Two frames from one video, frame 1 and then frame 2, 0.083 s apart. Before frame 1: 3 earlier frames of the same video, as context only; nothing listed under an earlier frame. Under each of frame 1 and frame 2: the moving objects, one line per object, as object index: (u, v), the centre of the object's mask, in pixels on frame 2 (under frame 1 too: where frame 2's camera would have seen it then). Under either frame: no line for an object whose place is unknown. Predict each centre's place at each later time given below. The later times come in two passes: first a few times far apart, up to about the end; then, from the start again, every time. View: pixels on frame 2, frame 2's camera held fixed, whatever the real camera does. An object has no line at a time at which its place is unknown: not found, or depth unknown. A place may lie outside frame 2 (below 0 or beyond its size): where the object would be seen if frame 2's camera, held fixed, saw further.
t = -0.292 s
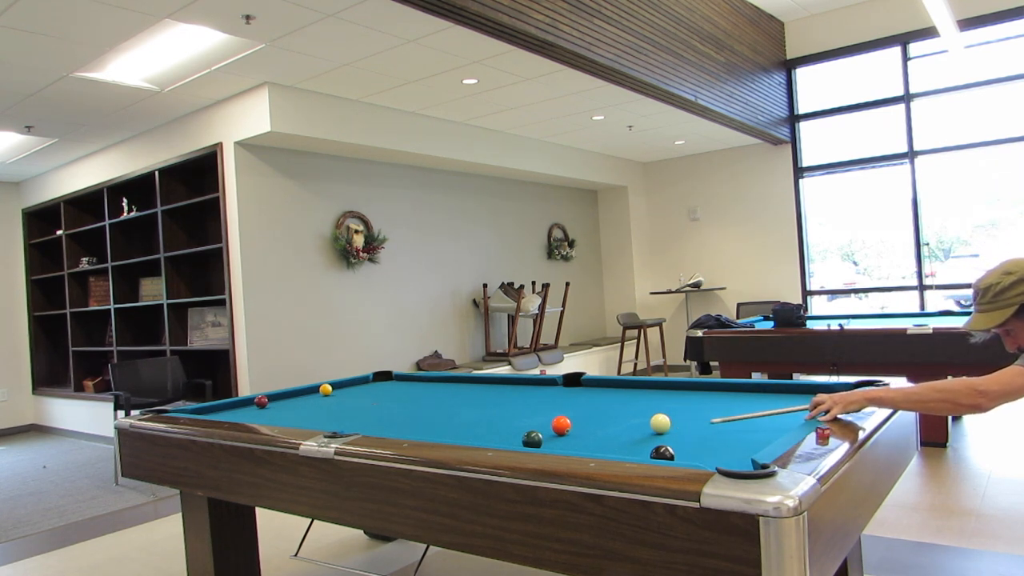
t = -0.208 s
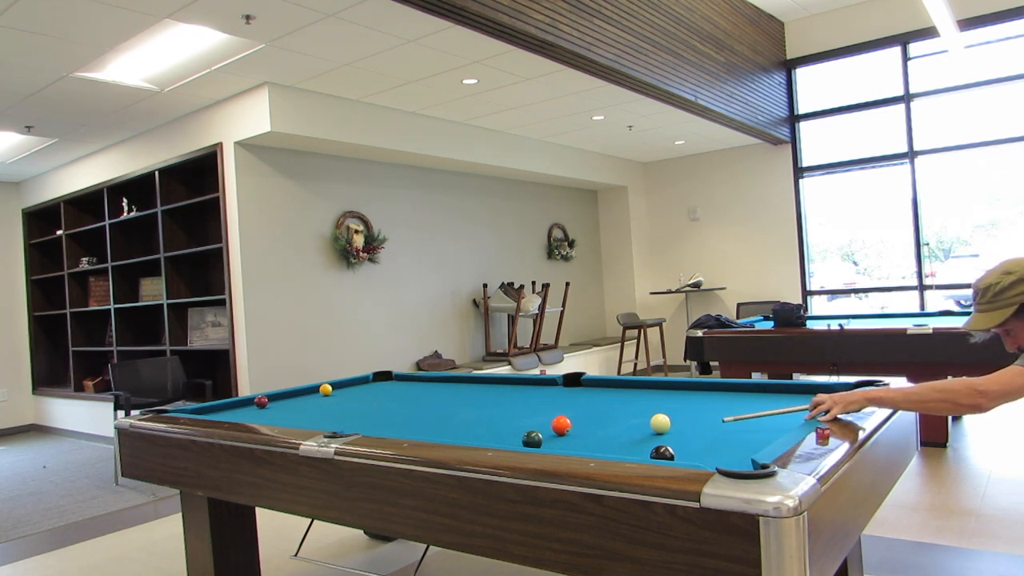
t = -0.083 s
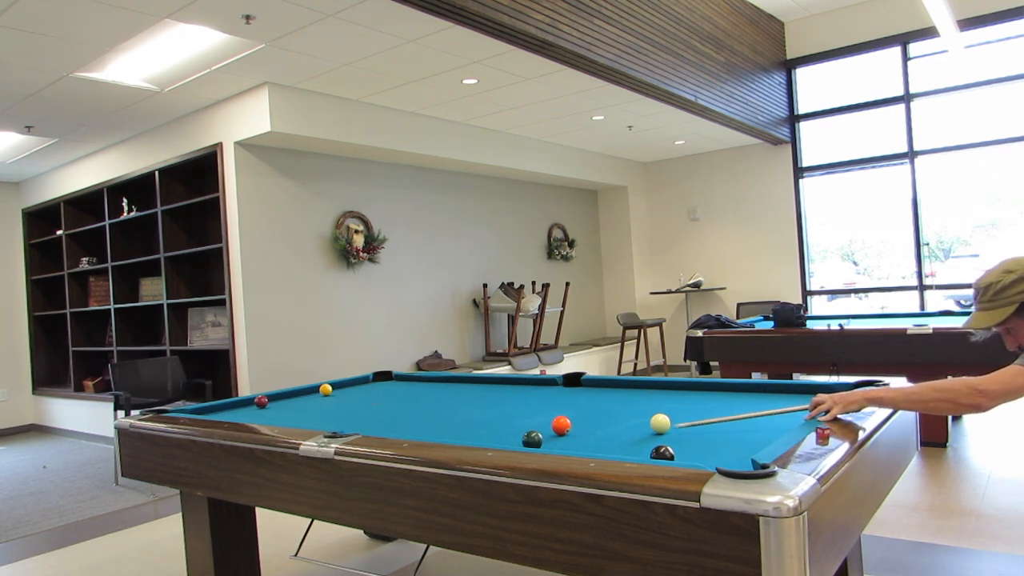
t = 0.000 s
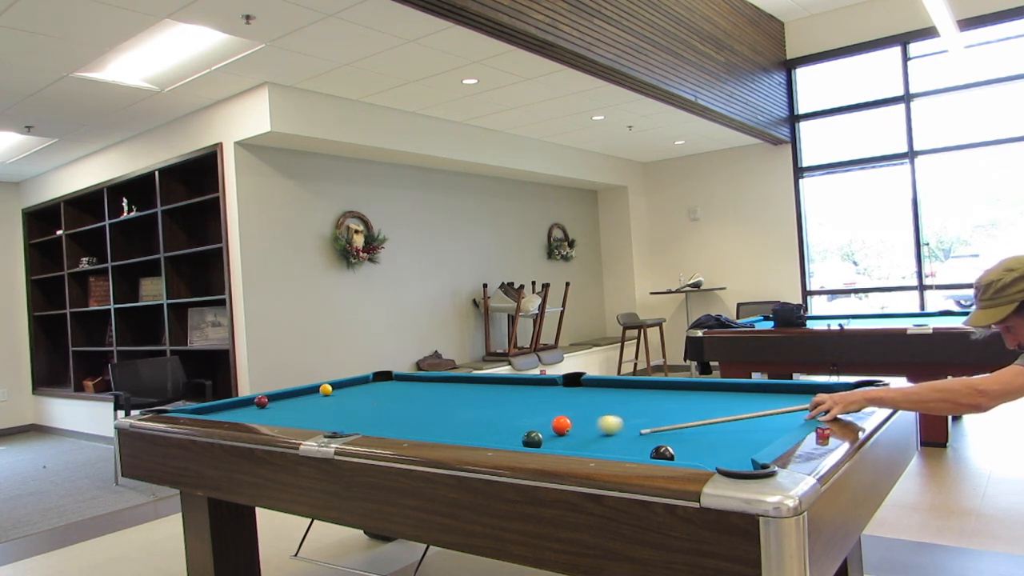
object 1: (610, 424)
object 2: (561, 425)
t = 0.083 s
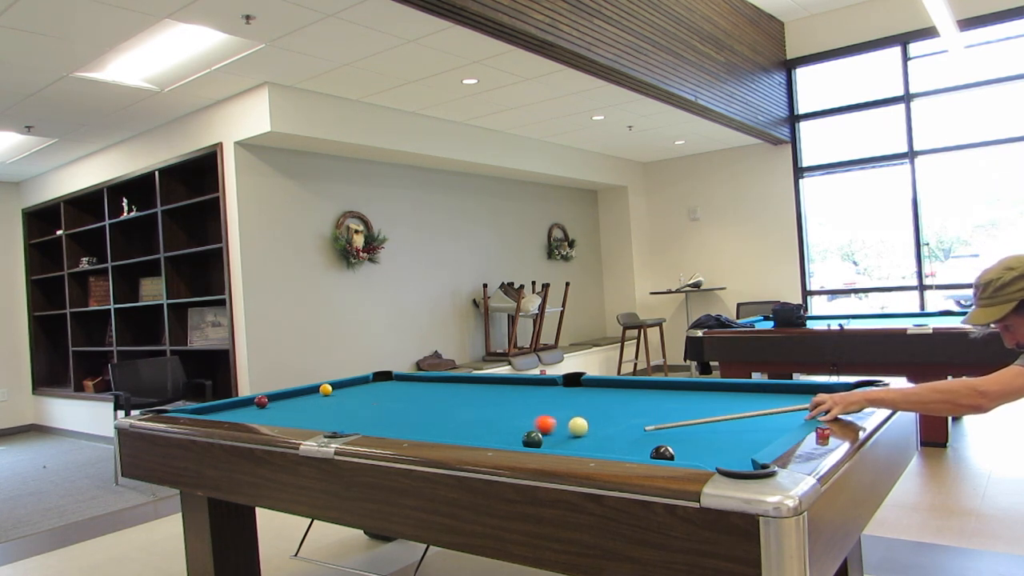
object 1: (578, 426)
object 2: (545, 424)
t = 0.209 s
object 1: (577, 429)
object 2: (493, 423)
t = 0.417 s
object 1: (575, 433)
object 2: (425, 421)
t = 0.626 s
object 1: (574, 437)
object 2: (364, 419)
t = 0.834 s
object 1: (572, 440)
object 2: (309, 418)
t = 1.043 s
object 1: (570, 442)
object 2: (261, 415)
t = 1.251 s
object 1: (569, 444)
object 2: (216, 413)
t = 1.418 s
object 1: (567, 446)
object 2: (184, 411)
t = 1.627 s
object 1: (569, 446)
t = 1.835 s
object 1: (577, 446)
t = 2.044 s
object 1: (584, 446)
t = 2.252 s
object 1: (588, 446)
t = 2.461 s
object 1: (591, 446)
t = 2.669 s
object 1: (593, 446)
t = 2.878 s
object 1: (594, 446)
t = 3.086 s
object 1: (593, 446)
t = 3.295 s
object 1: (593, 446)
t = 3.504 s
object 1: (593, 446)
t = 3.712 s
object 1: (593, 446)
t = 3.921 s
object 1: (593, 446)
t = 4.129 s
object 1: (593, 446)
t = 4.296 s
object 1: (593, 446)
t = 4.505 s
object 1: (593, 446)
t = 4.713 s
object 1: (593, 446)
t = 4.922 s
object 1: (593, 446)
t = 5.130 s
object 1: (593, 446)
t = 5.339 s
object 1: (593, 446)
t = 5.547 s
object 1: (593, 446)
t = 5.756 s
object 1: (593, 446)
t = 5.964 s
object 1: (593, 446)
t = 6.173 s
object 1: (593, 446)
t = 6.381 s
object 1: (593, 446)
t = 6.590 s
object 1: (593, 446)
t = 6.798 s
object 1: (593, 446)
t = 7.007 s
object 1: (593, 446)
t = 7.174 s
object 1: (593, 446)
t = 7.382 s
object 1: (593, 446)
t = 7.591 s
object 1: (593, 446)
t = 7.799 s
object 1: (593, 446)
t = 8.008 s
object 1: (593, 446)
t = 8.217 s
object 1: (593, 446)
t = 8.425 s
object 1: (593, 446)
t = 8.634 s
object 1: (593, 446)
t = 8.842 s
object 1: (593, 446)
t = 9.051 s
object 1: (593, 446)
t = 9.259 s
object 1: (593, 446)
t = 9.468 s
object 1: (593, 446)
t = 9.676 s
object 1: (593, 446)
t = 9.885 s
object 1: (593, 446)
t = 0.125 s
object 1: (577, 427)
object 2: (526, 423)
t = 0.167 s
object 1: (577, 428)
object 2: (509, 423)
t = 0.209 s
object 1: (577, 429)
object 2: (493, 423)
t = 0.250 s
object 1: (576, 430)
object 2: (479, 423)
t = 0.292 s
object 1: (576, 431)
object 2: (465, 423)
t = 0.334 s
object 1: (576, 431)
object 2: (451, 422)
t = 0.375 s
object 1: (575, 432)
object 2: (438, 422)
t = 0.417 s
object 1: (575, 433)
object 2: (425, 421)
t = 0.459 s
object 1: (575, 434)
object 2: (412, 421)
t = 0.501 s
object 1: (575, 435)
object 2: (400, 421)
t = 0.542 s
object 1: (574, 435)
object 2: (387, 420)
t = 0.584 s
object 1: (574, 436)
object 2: (376, 420)
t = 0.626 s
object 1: (574, 437)
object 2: (364, 419)
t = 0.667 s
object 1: (573, 438)
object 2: (353, 419)
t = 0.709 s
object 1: (573, 438)
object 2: (341, 419)
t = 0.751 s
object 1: (573, 439)
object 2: (331, 419)
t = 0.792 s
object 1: (572, 440)
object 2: (320, 418)
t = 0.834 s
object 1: (572, 440)
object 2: (309, 418)
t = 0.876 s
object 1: (572, 441)
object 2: (299, 418)
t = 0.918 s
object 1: (571, 441)
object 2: (289, 417)
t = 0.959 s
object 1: (571, 442)
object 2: (279, 416)
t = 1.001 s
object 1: (571, 442)
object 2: (270, 416)
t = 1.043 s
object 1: (570, 442)
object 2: (261, 415)
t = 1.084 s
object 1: (570, 443)
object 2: (252, 415)
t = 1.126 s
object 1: (570, 443)
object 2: (243, 414)
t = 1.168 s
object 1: (569, 444)
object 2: (233, 414)
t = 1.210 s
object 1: (569, 444)
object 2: (225, 413)
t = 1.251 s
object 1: (569, 444)
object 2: (216, 413)
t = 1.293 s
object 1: (568, 445)
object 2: (208, 412)
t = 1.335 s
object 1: (568, 445)
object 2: (200, 412)
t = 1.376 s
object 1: (567, 445)
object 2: (192, 411)
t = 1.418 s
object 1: (567, 446)
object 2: (184, 411)
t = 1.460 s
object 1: (567, 446)
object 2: (177, 411)
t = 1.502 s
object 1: (566, 446)
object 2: (168, 411)
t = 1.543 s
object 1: (566, 446)
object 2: (161, 413)
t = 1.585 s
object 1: (567, 446)
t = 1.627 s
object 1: (569, 446)
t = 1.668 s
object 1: (571, 446)
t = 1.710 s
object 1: (573, 446)
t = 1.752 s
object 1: (574, 446)
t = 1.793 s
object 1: (576, 447)
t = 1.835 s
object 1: (577, 446)
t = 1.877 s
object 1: (579, 447)
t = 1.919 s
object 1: (580, 446)
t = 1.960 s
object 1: (581, 446)
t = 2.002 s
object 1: (582, 446)
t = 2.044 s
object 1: (584, 446)
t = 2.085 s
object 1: (585, 446)
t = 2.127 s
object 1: (586, 446)
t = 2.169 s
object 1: (587, 446)
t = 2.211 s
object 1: (588, 446)
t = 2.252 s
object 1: (588, 446)
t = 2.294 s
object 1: (589, 446)
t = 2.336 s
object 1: (590, 446)
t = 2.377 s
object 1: (590, 446)
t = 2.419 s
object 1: (591, 446)
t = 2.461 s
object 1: (591, 446)
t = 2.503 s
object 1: (592, 446)
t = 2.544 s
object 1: (592, 446)
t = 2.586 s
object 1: (592, 446)
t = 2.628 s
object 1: (593, 446)
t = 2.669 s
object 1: (593, 446)
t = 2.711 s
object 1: (593, 446)
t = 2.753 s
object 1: (593, 446)
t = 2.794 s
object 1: (594, 446)
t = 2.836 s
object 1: (594, 446)
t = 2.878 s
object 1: (594, 446)
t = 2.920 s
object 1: (594, 446)
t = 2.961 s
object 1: (593, 446)
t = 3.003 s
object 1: (593, 446)
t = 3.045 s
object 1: (593, 446)
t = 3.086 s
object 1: (593, 446)
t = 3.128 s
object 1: (593, 446)
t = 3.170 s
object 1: (593, 446)
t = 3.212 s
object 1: (593, 446)
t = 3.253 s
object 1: (593, 446)
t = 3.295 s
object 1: (593, 446)
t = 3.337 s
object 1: (593, 446)
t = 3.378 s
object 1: (593, 446)
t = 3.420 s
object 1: (593, 446)
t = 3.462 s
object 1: (593, 446)
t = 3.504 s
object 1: (593, 446)
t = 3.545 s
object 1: (593, 446)
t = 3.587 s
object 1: (593, 446)
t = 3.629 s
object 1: (593, 446)
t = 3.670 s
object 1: (593, 446)
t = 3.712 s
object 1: (593, 446)
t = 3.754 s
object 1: (593, 446)
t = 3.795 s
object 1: (593, 446)
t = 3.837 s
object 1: (593, 446)
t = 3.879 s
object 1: (593, 446)
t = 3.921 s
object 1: (593, 446)
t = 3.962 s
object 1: (593, 446)
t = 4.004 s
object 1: (593, 446)
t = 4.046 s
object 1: (593, 446)
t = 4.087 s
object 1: (593, 446)
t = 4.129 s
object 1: (593, 446)
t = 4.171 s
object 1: (593, 446)
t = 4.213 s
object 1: (593, 446)
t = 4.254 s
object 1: (593, 446)
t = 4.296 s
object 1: (593, 446)
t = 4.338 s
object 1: (593, 446)
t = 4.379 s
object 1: (593, 446)
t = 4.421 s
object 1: (593, 446)
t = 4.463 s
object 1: (593, 446)
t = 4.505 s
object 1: (593, 446)
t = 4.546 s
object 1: (593, 446)
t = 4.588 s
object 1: (593, 446)
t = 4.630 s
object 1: (593, 446)
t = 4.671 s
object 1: (593, 446)
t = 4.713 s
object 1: (593, 446)
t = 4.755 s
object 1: (593, 446)
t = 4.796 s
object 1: (593, 446)
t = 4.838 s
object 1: (593, 446)
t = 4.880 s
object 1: (593, 446)
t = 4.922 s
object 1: (593, 446)
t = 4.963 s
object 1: (593, 446)
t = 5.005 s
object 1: (593, 446)
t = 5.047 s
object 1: (593, 446)
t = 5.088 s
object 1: (593, 446)
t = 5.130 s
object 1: (593, 446)
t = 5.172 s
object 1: (593, 446)
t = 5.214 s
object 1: (593, 446)
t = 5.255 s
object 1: (593, 446)
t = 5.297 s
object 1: (593, 446)
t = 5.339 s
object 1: (593, 446)
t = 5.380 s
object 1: (593, 446)
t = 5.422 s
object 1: (593, 446)
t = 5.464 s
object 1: (593, 446)
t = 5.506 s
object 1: (593, 446)
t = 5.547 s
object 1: (593, 446)
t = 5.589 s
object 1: (593, 446)
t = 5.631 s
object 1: (593, 446)
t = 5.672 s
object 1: (593, 446)
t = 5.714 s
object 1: (593, 446)
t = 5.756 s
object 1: (593, 446)
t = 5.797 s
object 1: (593, 446)
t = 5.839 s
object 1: (593, 446)
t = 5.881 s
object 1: (593, 446)
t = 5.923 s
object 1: (593, 446)
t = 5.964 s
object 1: (593, 446)
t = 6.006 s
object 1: (593, 446)
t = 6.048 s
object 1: (593, 446)
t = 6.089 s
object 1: (593, 446)
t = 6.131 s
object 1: (593, 446)
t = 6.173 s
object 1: (593, 446)
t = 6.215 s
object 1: (593, 446)
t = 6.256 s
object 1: (593, 446)
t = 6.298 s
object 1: (593, 446)
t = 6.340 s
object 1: (593, 446)
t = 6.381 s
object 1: (593, 446)
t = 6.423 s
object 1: (593, 446)
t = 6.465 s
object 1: (593, 446)
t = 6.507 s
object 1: (593, 446)
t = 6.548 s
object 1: (593, 446)
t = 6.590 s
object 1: (593, 446)
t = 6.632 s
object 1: (593, 446)
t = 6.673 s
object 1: (593, 446)
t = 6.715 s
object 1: (593, 446)
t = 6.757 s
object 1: (593, 446)
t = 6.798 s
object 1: (593, 446)
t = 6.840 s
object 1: (593, 446)
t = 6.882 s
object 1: (593, 446)
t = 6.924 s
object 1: (593, 446)
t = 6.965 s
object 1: (593, 446)
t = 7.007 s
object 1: (593, 446)
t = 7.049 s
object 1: (593, 446)
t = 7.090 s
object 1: (593, 446)
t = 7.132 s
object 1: (593, 446)
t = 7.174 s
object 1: (593, 446)
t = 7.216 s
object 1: (593, 446)
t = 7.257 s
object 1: (593, 446)
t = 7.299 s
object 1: (593, 446)
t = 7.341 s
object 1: (593, 446)
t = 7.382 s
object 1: (593, 446)
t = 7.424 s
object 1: (593, 446)
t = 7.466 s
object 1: (593, 446)
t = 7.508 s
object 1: (593, 446)
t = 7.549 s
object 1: (593, 446)
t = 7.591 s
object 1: (593, 446)
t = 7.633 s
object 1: (593, 446)
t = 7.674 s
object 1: (593, 446)
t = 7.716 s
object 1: (593, 446)
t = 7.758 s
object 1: (593, 446)
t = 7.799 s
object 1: (593, 446)
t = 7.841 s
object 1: (593, 446)
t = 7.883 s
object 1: (593, 446)
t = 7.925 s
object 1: (593, 446)
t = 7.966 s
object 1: (593, 446)
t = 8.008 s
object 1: (593, 446)
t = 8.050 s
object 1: (593, 446)
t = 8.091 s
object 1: (593, 446)
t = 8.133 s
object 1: (593, 446)
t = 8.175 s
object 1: (593, 446)
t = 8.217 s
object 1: (593, 446)
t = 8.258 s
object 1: (593, 446)
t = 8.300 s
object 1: (593, 446)
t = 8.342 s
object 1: (593, 446)
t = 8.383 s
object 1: (593, 446)
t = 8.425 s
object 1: (593, 446)
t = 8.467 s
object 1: (593, 446)
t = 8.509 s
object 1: (593, 446)
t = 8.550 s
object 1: (593, 446)
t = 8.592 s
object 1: (593, 446)
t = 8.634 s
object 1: (593, 446)
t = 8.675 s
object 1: (593, 446)
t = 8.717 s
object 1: (593, 446)
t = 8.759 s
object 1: (593, 446)
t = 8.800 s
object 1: (593, 446)
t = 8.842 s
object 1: (593, 446)
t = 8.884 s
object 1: (593, 446)
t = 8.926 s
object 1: (593, 446)
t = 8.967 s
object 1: (593, 446)
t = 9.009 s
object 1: (593, 446)
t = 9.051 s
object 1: (593, 446)
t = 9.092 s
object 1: (593, 446)
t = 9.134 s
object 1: (593, 446)
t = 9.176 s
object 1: (593, 446)
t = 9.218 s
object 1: (593, 446)
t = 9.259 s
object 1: (593, 446)
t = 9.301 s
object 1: (593, 446)
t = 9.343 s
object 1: (593, 446)
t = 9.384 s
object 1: (593, 446)
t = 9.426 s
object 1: (593, 446)
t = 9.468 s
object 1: (593, 446)
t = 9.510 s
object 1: (593, 446)
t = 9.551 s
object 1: (593, 446)
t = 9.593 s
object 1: (593, 446)
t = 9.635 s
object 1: (593, 446)
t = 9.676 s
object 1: (593, 446)
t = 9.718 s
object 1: (593, 446)
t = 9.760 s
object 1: (593, 446)
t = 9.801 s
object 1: (593, 446)
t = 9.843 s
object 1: (593, 446)
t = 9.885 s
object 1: (593, 446)
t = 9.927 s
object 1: (593, 446)
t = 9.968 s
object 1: (593, 446)
